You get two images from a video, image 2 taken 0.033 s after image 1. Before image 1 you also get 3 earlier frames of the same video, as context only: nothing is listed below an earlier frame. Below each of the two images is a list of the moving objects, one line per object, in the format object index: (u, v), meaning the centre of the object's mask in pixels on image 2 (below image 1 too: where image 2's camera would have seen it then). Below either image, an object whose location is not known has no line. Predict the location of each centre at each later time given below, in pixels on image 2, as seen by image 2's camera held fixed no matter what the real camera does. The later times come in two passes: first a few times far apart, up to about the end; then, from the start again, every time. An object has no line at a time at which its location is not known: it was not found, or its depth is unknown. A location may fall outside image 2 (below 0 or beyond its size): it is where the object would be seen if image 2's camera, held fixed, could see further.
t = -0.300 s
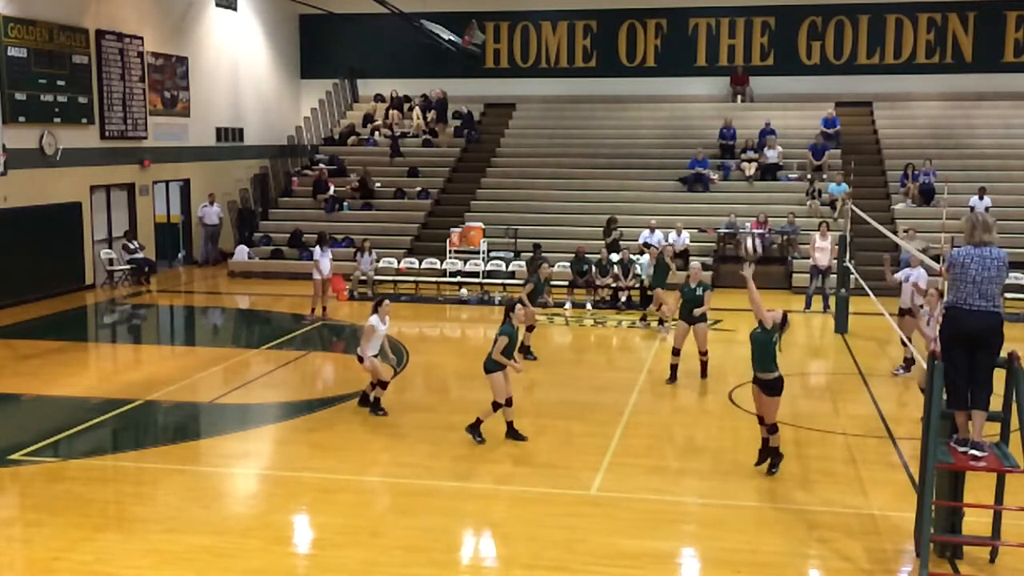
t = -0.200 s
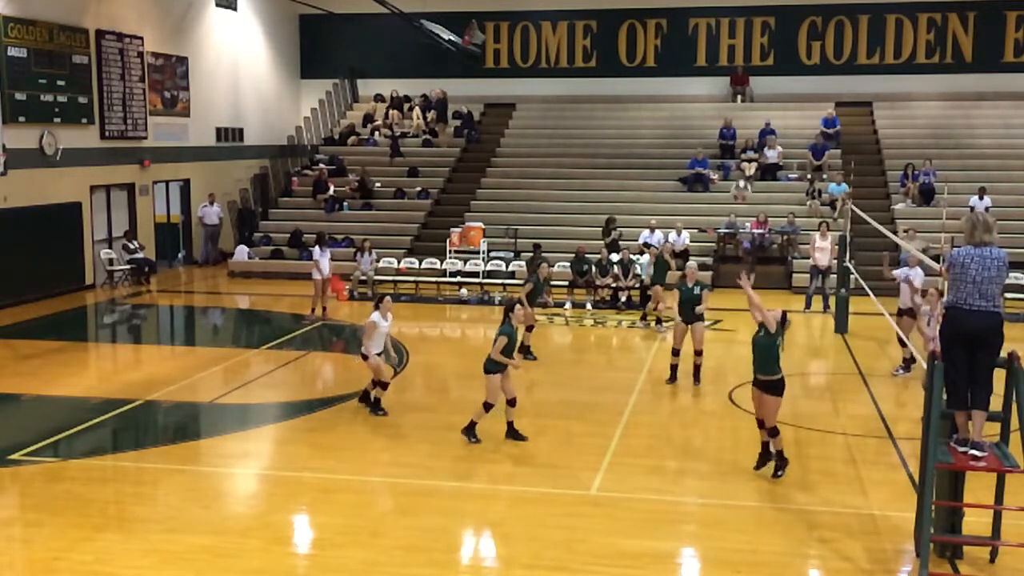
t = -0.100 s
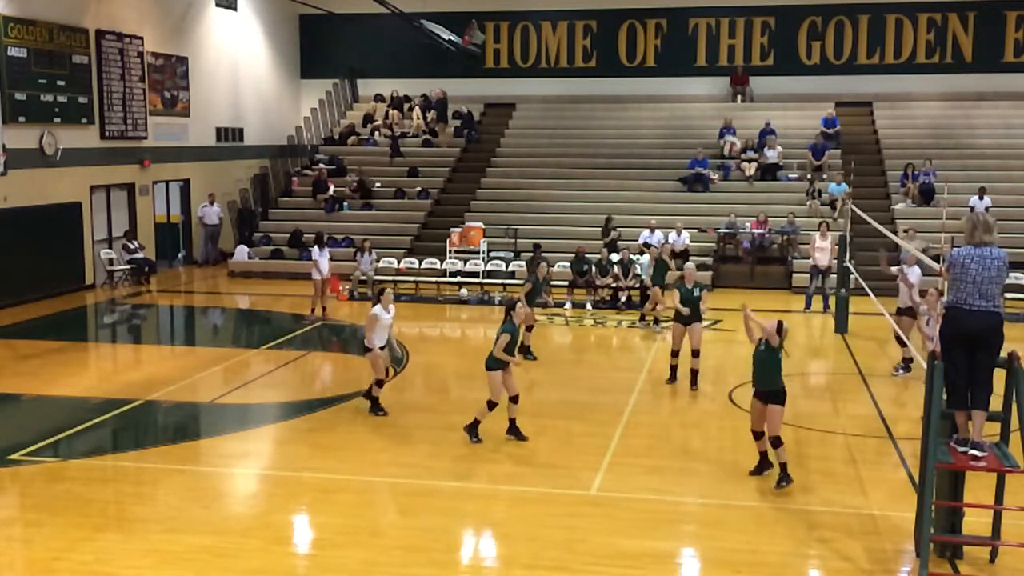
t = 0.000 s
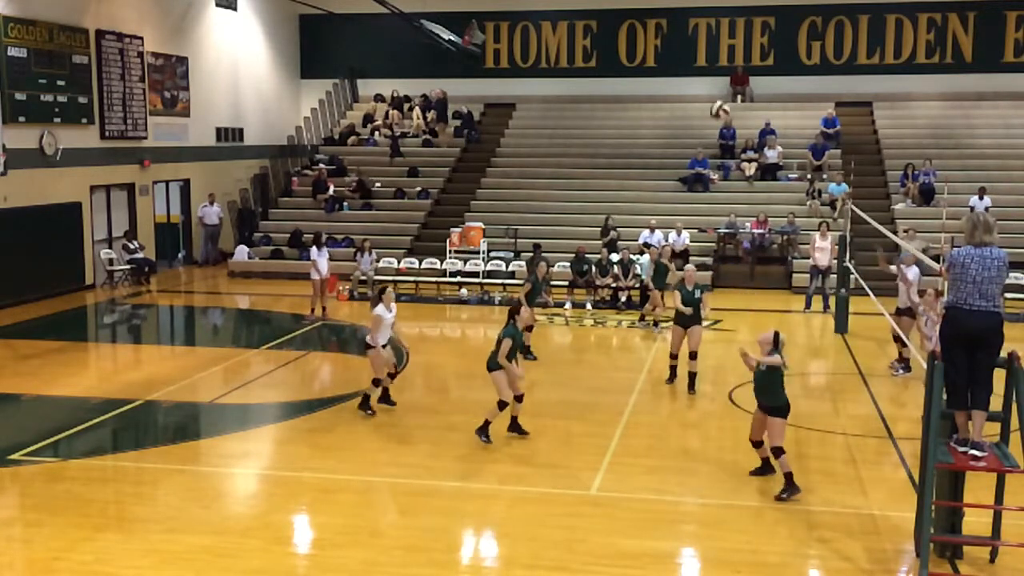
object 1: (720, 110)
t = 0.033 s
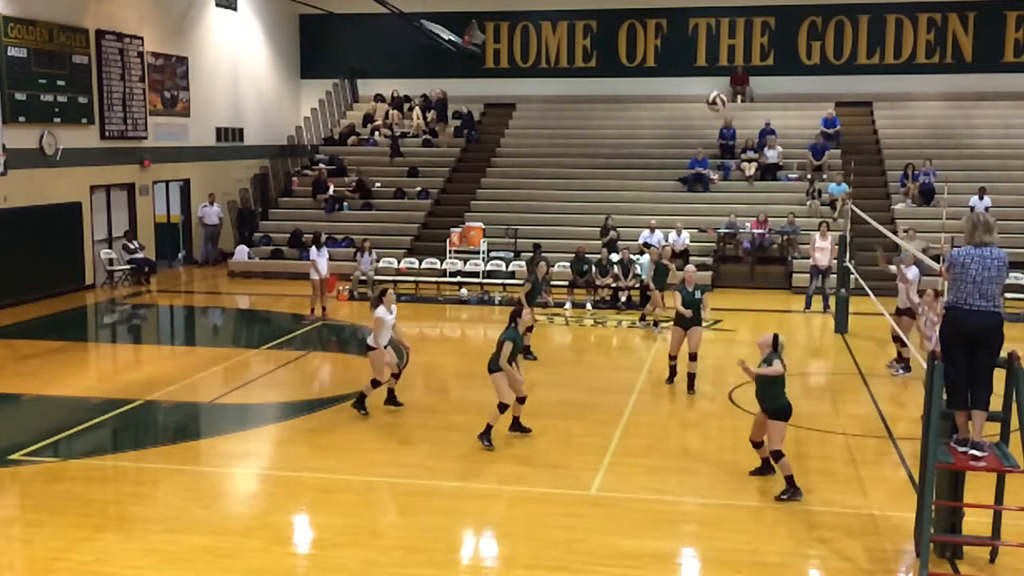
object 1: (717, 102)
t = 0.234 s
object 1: (695, 68)
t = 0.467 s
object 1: (674, 80)
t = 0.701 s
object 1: (652, 137)
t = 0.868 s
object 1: (639, 200)
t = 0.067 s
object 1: (713, 93)
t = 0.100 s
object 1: (709, 86)
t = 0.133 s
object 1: (705, 78)
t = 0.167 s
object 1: (702, 74)
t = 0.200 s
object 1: (699, 71)
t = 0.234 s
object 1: (695, 68)
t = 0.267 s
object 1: (692, 67)
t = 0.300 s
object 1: (689, 67)
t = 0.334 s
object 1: (686, 67)
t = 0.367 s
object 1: (683, 69)
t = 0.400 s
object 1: (680, 72)
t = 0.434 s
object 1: (677, 76)
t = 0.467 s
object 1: (674, 80)
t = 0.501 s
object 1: (671, 86)
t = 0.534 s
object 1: (668, 93)
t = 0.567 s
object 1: (665, 99)
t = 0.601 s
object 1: (662, 107)
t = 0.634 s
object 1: (659, 117)
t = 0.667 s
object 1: (656, 126)
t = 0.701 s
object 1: (652, 137)
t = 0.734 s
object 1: (650, 149)
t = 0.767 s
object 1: (648, 160)
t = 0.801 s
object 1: (645, 174)
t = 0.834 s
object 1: (642, 187)
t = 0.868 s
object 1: (639, 200)
